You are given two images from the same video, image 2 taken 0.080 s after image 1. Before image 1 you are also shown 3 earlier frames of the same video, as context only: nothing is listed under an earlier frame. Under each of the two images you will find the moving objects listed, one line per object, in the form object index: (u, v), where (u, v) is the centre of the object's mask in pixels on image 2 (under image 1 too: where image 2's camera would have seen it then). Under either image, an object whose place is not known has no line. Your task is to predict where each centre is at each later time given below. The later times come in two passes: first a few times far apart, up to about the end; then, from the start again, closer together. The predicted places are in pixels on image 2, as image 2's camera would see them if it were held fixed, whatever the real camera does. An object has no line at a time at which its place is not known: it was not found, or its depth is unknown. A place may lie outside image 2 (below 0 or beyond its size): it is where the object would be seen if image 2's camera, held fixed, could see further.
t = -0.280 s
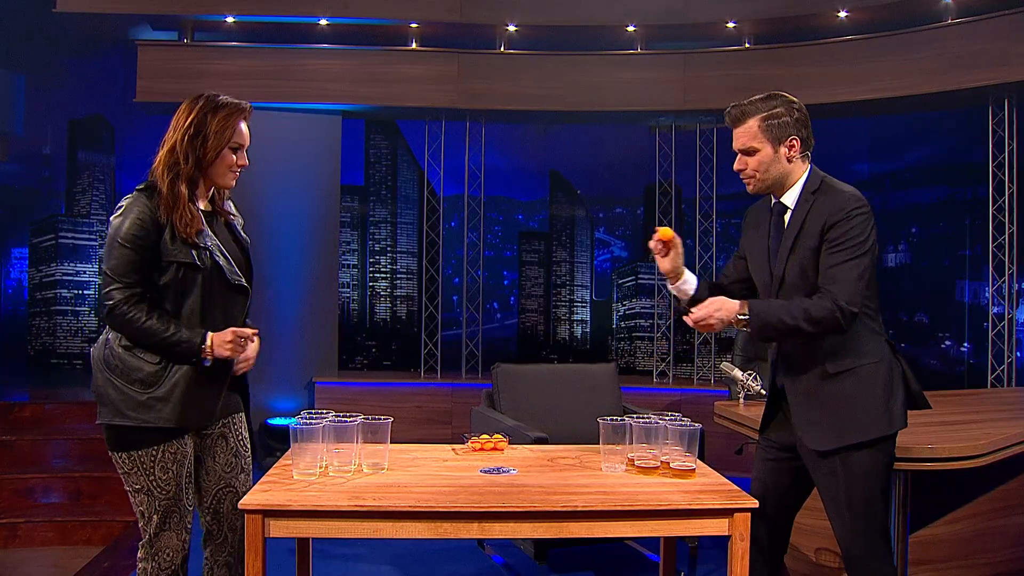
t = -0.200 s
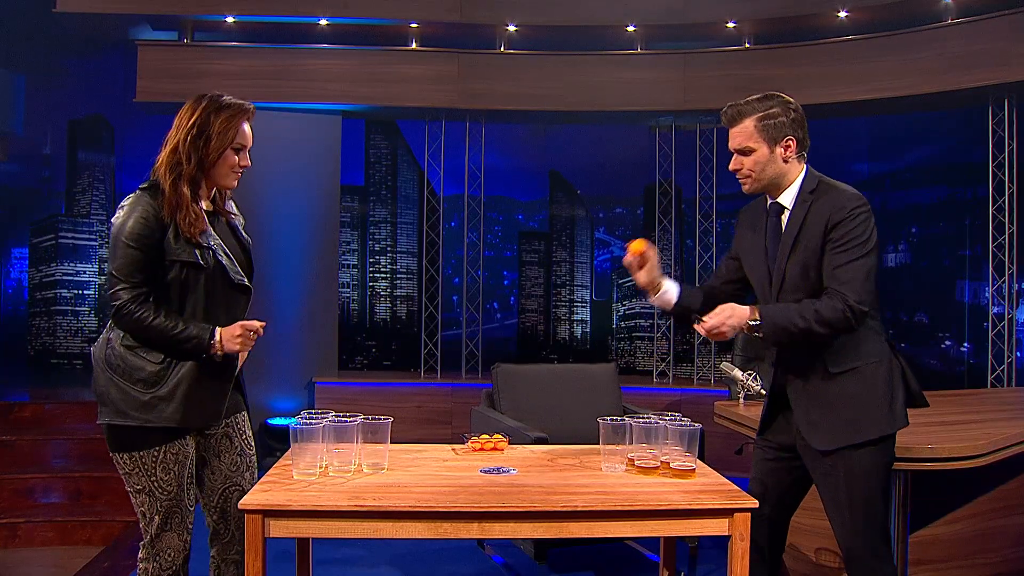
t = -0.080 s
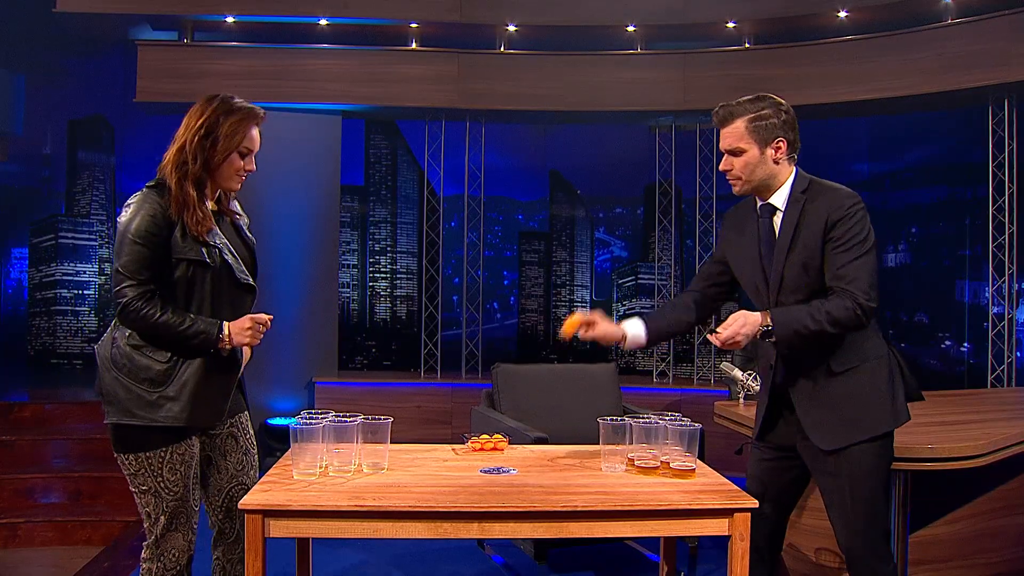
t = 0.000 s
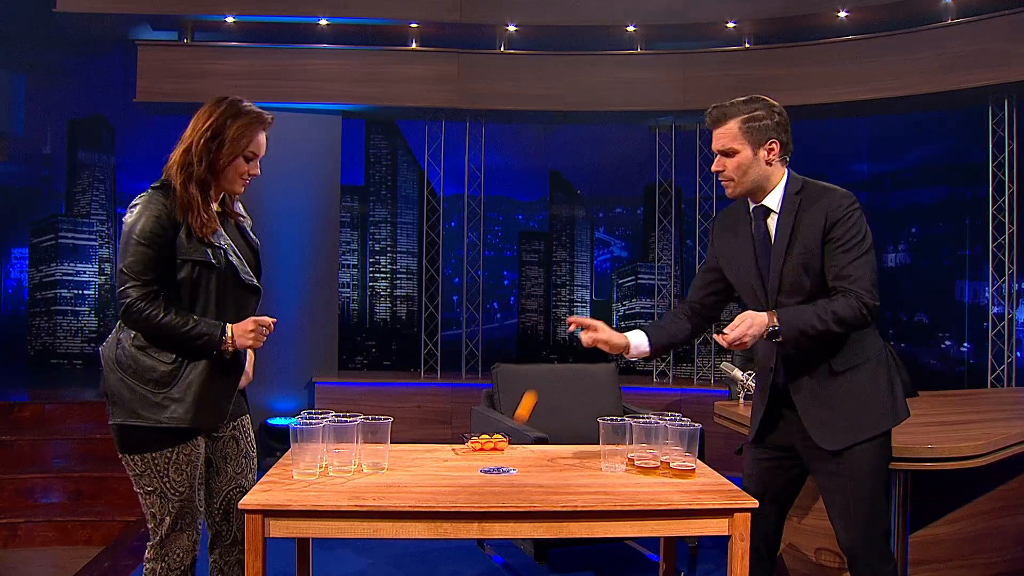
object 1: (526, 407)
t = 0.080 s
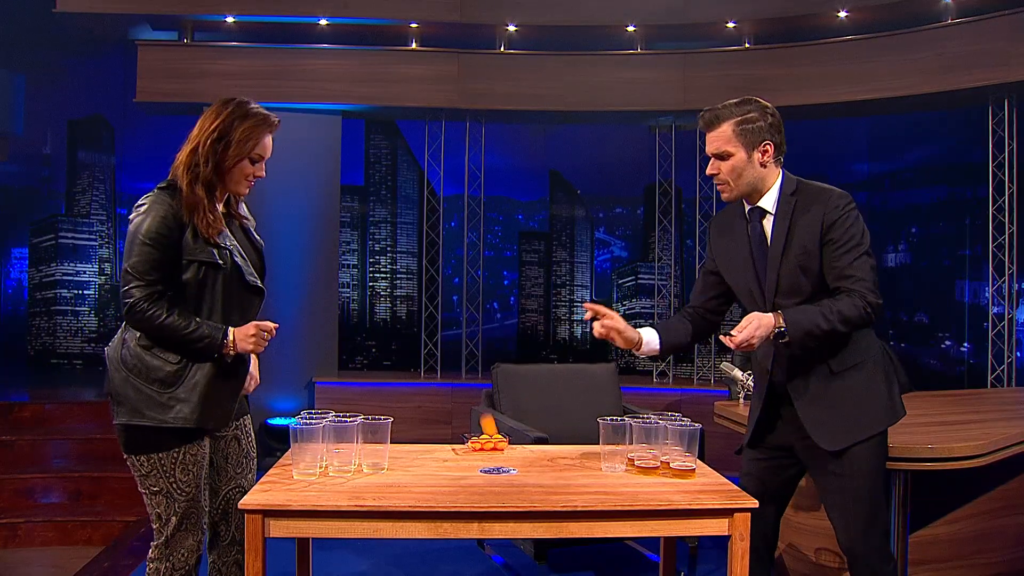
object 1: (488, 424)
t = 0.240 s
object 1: (439, 323)
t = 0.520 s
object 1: (353, 368)
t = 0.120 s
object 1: (477, 394)
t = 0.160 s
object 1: (465, 364)
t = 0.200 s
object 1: (452, 340)
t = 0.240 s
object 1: (439, 323)
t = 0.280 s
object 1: (427, 312)
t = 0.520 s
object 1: (353, 368)
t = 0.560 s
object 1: (342, 397)
